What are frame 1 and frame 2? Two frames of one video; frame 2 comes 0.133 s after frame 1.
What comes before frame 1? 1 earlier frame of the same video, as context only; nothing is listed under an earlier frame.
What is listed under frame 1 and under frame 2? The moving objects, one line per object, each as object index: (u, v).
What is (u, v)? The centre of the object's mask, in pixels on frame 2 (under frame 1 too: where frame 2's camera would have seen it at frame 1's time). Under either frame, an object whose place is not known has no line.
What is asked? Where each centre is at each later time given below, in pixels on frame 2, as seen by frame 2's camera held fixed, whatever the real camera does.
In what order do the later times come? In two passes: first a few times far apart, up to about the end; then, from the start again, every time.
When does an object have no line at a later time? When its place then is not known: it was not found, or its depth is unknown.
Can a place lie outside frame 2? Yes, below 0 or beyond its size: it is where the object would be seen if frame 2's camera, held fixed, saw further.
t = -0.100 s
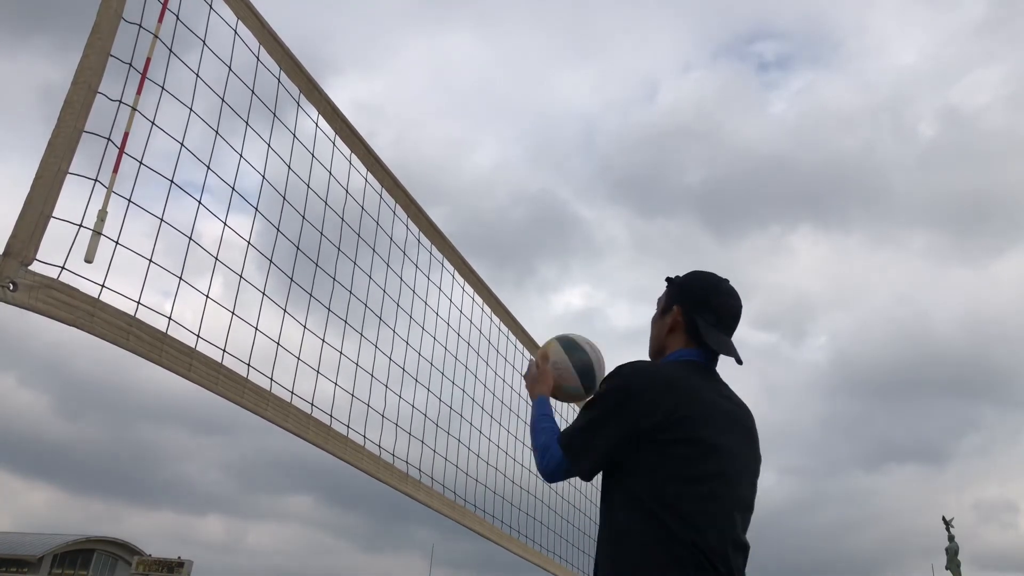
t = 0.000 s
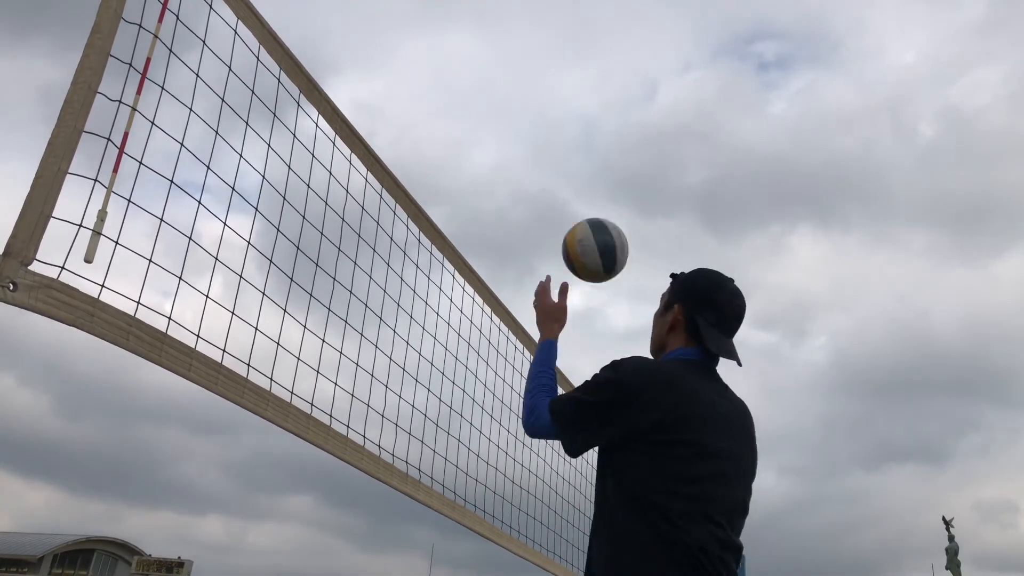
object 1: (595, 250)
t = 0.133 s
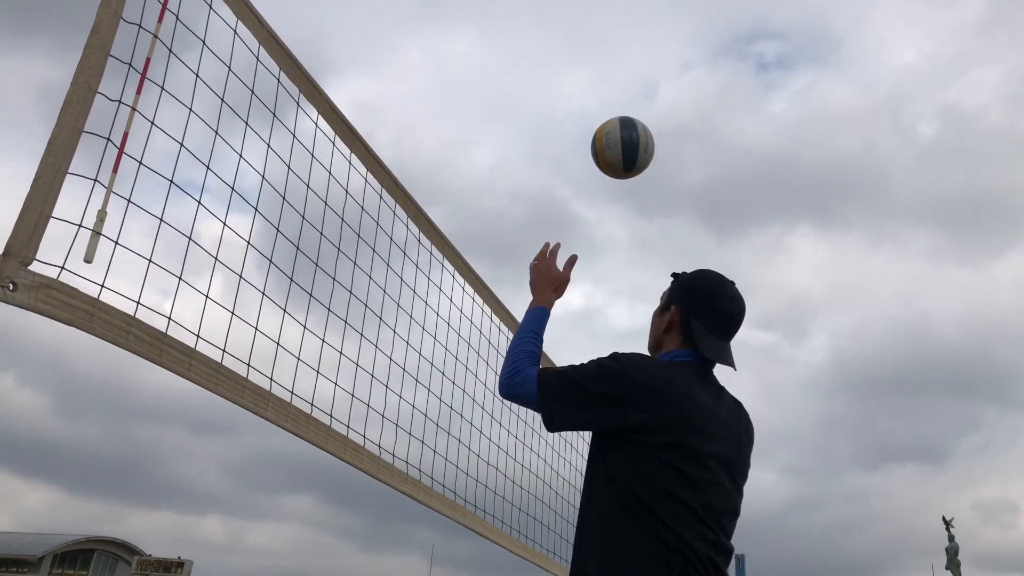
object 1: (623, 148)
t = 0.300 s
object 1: (650, 85)
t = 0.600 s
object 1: (690, 127)
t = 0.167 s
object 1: (629, 130)
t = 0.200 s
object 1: (634, 115)
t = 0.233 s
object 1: (640, 102)
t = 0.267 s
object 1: (645, 92)
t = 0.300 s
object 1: (650, 85)
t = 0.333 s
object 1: (655, 80)
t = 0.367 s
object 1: (660, 78)
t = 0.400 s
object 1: (664, 77)
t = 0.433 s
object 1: (669, 79)
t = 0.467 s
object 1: (673, 84)
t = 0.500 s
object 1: (678, 91)
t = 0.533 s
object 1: (681, 100)
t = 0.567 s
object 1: (686, 113)
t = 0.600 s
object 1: (690, 127)
